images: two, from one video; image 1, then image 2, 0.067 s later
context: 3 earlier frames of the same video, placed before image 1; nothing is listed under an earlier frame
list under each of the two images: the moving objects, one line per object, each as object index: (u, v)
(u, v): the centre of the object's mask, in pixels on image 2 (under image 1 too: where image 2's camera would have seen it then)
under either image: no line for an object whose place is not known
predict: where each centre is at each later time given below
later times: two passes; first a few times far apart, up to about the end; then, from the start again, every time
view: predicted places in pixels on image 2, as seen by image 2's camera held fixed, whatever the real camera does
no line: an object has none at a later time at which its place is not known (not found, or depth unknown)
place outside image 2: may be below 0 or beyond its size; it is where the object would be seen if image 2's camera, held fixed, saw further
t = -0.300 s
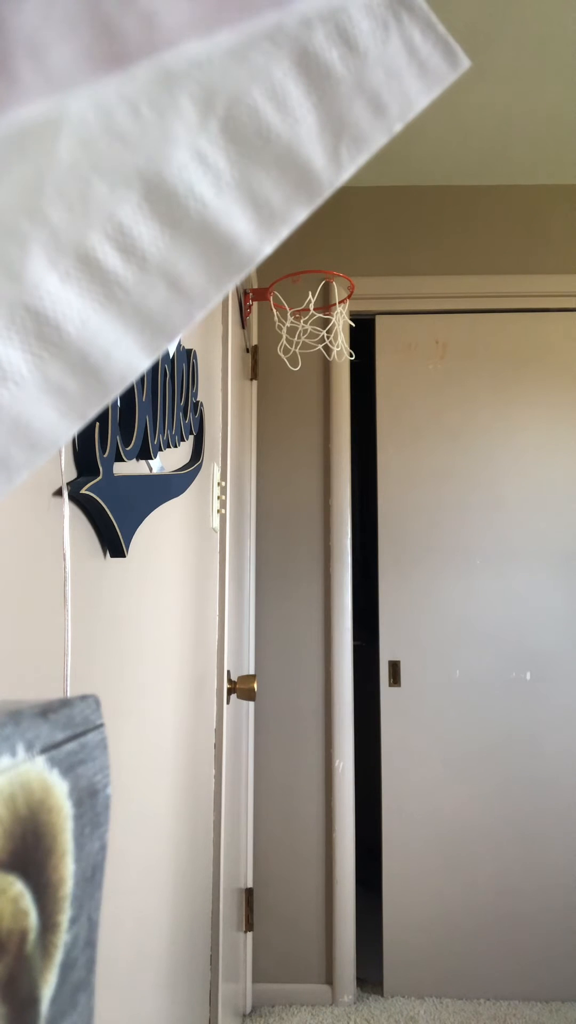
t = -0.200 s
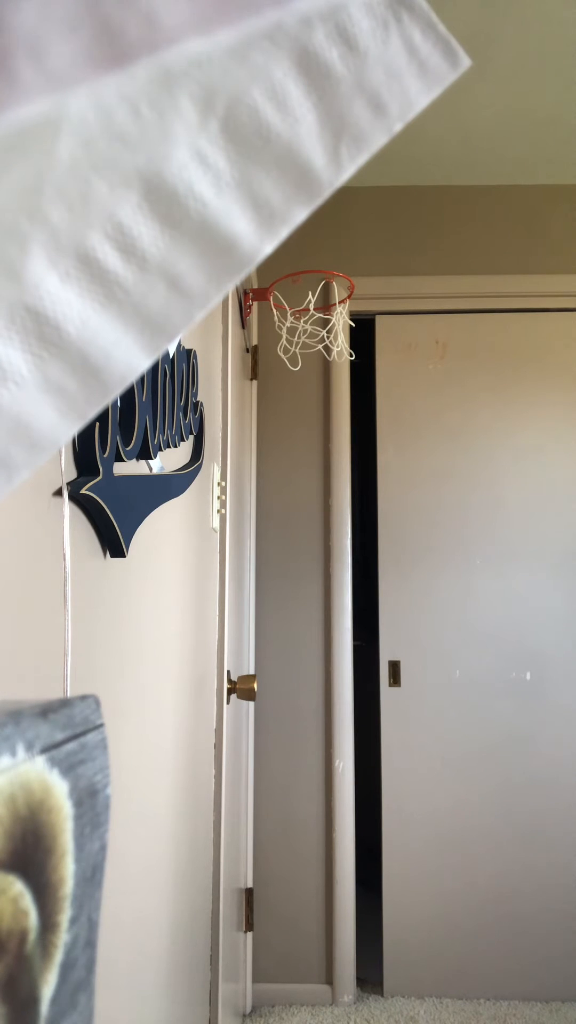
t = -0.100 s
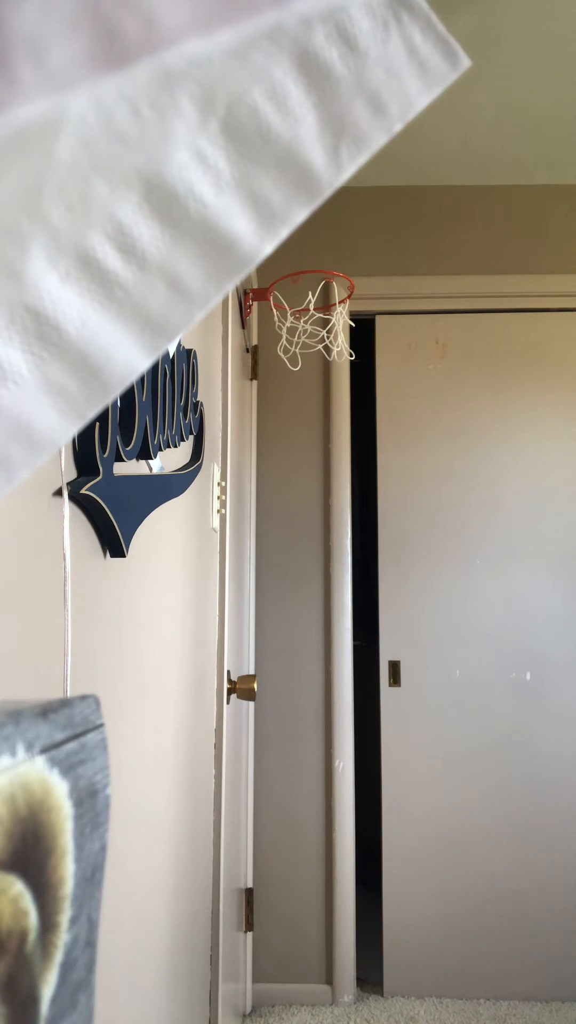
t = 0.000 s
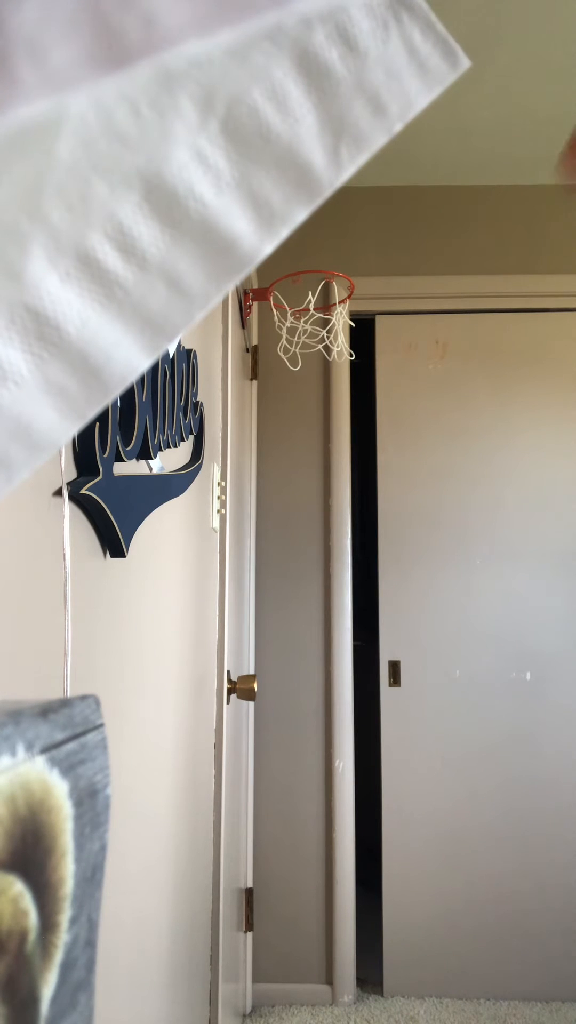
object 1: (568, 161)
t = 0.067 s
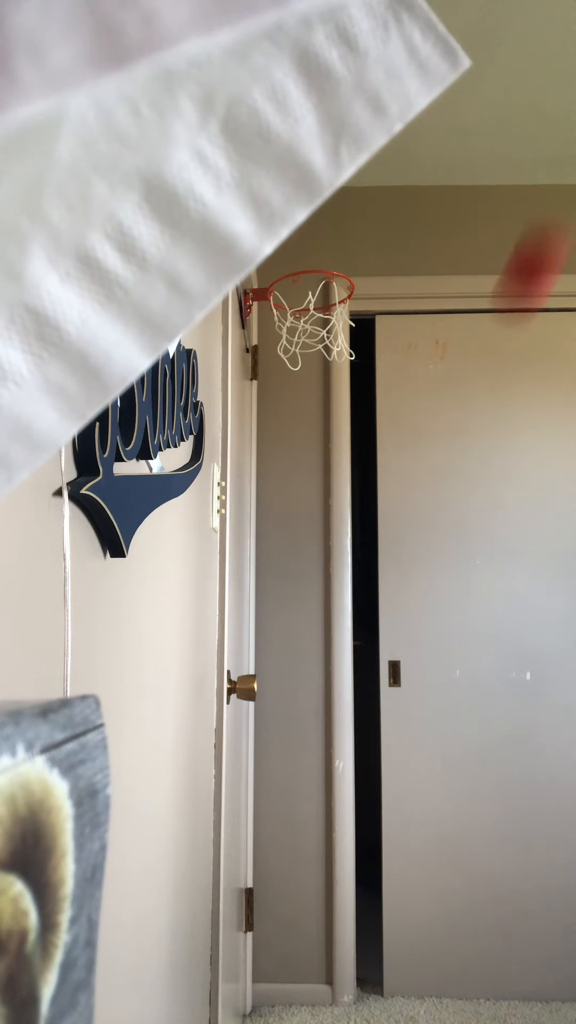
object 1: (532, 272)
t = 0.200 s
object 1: (415, 548)
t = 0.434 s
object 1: (284, 990)
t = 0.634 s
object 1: (260, 839)
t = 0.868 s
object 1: (278, 900)
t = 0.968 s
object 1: (291, 1008)
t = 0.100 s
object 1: (499, 343)
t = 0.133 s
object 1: (470, 409)
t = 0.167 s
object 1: (442, 479)
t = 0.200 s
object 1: (415, 548)
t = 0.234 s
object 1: (390, 620)
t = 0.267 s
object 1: (367, 691)
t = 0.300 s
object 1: (349, 762)
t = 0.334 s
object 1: (326, 836)
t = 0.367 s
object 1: (304, 915)
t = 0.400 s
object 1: (291, 981)
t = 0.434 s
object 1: (284, 990)
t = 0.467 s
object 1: (281, 956)
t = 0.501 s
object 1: (278, 926)
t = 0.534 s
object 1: (274, 899)
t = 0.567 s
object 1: (270, 876)
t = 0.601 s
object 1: (266, 855)
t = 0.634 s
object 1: (260, 839)
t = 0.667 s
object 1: (260, 829)
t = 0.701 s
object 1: (262, 825)
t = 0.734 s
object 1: (264, 826)
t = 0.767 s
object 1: (267, 833)
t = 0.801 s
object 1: (271, 846)
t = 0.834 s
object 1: (274, 868)
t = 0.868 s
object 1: (278, 900)
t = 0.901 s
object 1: (282, 940)
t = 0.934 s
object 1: (286, 983)
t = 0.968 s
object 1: (291, 1008)
